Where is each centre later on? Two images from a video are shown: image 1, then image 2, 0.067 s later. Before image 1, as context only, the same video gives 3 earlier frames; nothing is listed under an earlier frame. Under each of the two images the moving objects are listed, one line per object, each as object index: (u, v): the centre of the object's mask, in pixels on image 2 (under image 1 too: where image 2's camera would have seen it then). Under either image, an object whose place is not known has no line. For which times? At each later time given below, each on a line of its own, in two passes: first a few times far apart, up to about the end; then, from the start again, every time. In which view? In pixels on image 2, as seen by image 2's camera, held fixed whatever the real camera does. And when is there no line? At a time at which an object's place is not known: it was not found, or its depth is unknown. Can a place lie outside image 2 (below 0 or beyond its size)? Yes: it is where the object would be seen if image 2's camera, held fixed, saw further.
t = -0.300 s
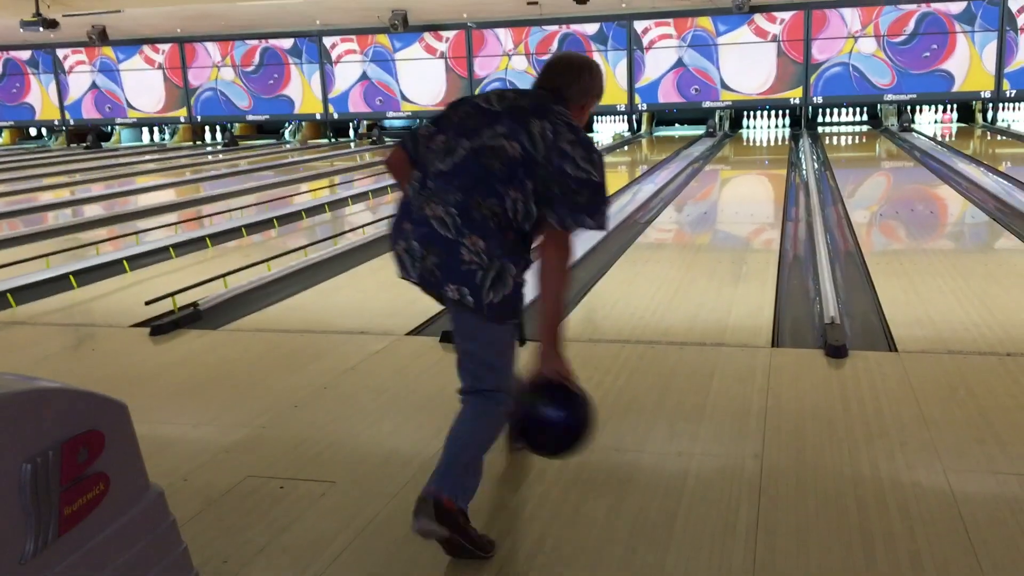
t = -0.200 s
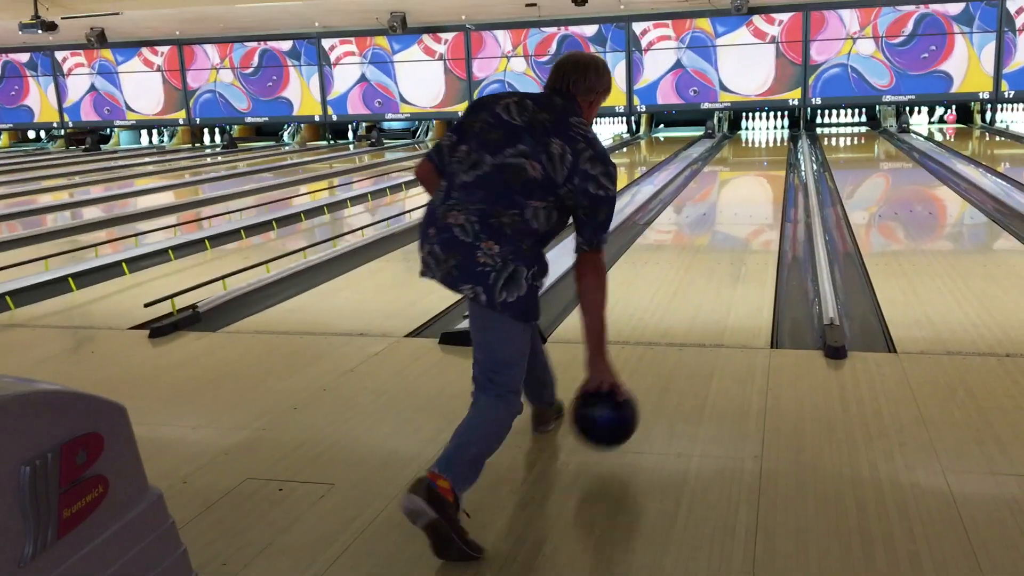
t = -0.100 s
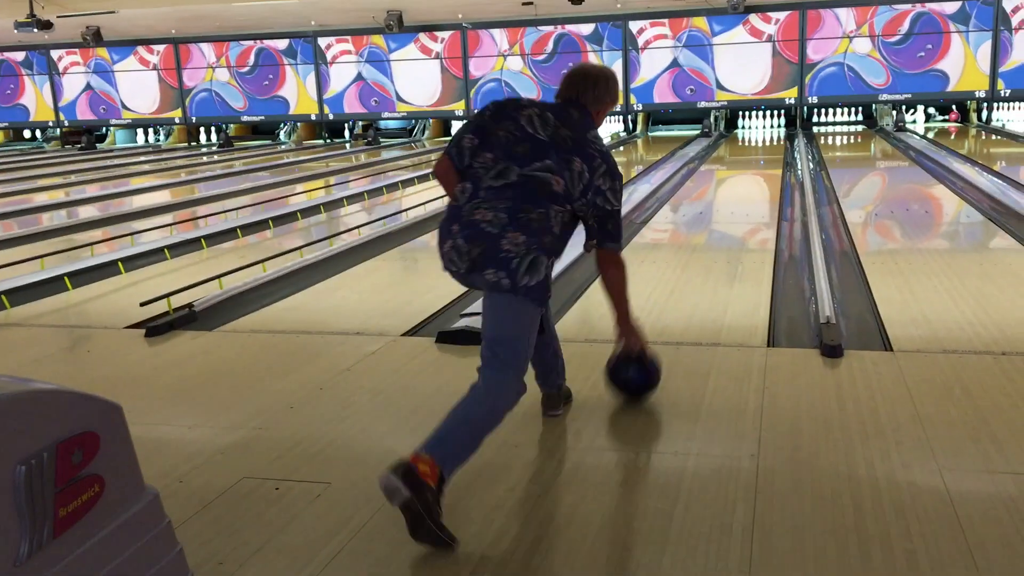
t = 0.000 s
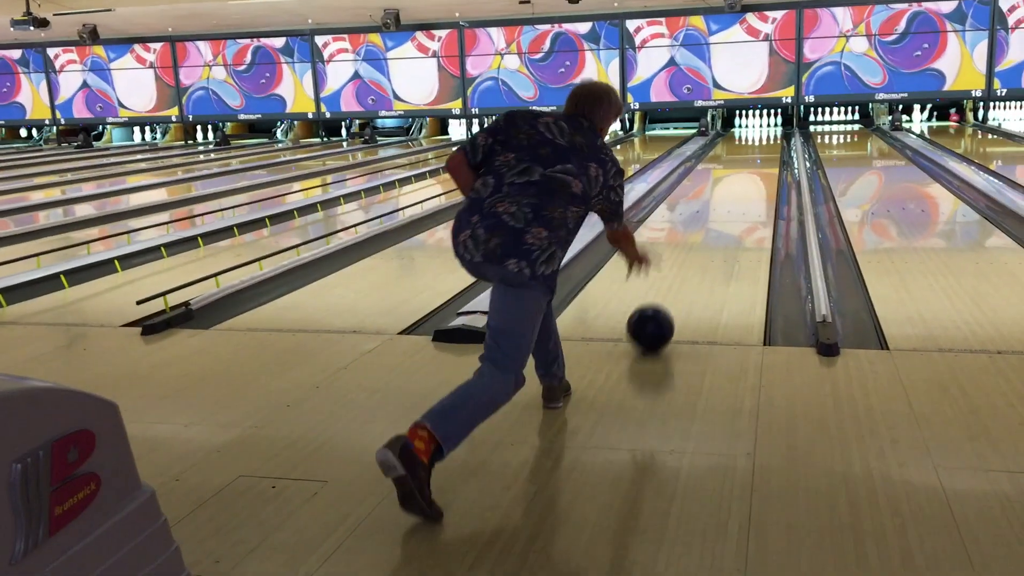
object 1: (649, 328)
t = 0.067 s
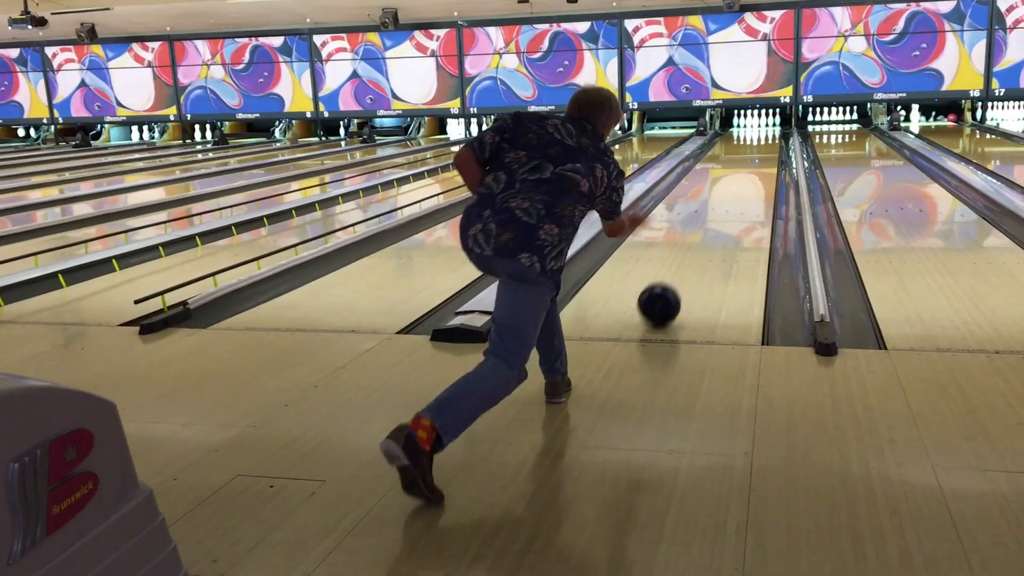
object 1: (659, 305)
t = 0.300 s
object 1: (685, 248)
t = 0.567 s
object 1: (702, 210)
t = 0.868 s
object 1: (715, 182)
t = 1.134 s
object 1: (724, 165)
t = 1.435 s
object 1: (731, 151)
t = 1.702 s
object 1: (736, 141)
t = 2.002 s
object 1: (741, 133)
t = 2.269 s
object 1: (745, 127)
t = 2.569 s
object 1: (748, 122)
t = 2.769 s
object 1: (750, 119)
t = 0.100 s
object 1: (664, 295)
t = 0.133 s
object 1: (668, 285)
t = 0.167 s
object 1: (672, 277)
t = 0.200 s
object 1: (676, 269)
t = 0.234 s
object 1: (679, 261)
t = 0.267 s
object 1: (682, 254)
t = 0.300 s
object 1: (685, 248)
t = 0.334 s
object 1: (687, 242)
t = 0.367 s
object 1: (690, 237)
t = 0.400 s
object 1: (692, 231)
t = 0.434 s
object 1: (695, 226)
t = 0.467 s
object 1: (696, 222)
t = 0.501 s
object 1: (698, 218)
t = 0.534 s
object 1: (700, 214)
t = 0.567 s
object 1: (702, 210)
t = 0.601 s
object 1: (704, 206)
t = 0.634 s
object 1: (705, 202)
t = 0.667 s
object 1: (707, 199)
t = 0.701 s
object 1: (709, 196)
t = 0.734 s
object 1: (710, 193)
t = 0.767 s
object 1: (711, 190)
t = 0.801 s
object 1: (713, 187)
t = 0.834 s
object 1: (714, 185)
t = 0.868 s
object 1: (715, 182)
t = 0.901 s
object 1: (717, 180)
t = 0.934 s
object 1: (718, 177)
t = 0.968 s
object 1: (719, 175)
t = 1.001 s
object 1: (720, 173)
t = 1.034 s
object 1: (721, 171)
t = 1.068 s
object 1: (722, 169)
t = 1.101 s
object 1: (723, 167)
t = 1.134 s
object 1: (724, 165)
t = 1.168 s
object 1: (725, 163)
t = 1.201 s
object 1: (726, 162)
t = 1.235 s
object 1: (727, 160)
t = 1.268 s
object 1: (728, 158)
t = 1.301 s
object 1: (728, 157)
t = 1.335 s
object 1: (729, 155)
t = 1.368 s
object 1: (730, 154)
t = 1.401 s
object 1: (731, 153)
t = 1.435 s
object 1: (731, 151)
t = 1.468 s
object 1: (732, 150)
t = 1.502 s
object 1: (733, 149)
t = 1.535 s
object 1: (733, 147)
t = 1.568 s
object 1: (733, 147)
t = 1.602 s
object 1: (734, 145)
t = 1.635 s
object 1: (735, 143)
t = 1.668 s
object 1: (736, 141)
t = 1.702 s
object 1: (736, 141)
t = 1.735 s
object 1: (737, 140)
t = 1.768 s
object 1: (738, 138)
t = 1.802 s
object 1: (738, 138)
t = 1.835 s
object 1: (739, 137)
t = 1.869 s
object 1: (739, 136)
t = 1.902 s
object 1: (740, 135)
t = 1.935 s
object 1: (740, 134)
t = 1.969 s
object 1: (741, 133)
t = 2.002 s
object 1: (741, 133)
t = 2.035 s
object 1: (741, 132)
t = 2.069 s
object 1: (742, 131)
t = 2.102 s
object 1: (742, 131)
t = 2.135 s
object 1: (742, 130)
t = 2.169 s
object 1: (743, 129)
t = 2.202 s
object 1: (744, 128)
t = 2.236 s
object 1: (744, 128)
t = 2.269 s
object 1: (745, 127)
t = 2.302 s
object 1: (744, 126)
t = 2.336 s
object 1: (745, 126)
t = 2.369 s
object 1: (745, 125)
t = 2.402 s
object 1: (746, 125)
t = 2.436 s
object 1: (746, 124)
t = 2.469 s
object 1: (746, 124)
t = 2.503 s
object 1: (747, 123)
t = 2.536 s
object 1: (747, 123)
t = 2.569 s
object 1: (748, 122)
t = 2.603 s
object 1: (748, 122)
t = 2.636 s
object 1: (748, 121)
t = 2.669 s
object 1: (749, 121)
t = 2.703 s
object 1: (749, 120)
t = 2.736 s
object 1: (749, 120)
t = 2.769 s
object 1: (750, 119)
